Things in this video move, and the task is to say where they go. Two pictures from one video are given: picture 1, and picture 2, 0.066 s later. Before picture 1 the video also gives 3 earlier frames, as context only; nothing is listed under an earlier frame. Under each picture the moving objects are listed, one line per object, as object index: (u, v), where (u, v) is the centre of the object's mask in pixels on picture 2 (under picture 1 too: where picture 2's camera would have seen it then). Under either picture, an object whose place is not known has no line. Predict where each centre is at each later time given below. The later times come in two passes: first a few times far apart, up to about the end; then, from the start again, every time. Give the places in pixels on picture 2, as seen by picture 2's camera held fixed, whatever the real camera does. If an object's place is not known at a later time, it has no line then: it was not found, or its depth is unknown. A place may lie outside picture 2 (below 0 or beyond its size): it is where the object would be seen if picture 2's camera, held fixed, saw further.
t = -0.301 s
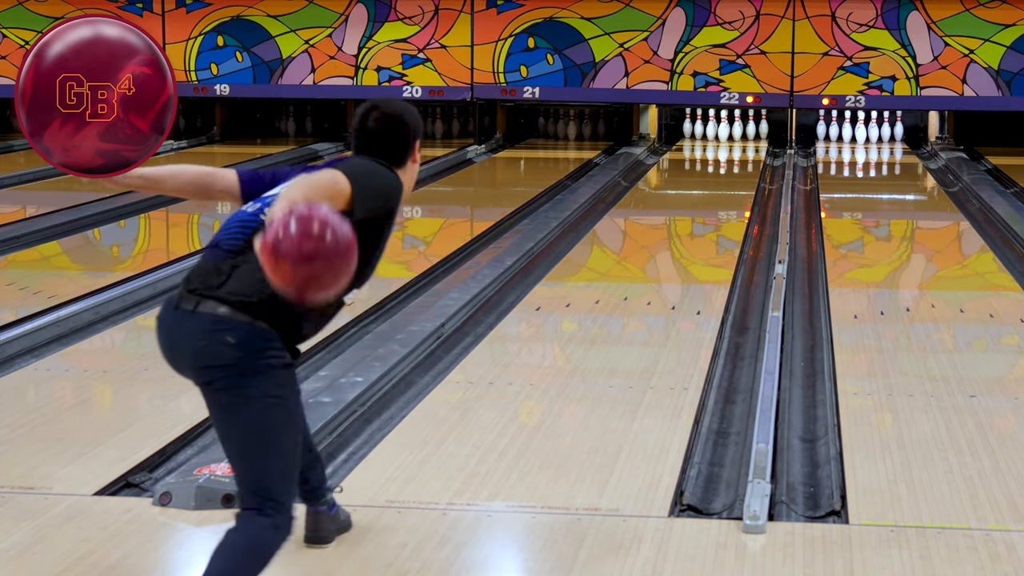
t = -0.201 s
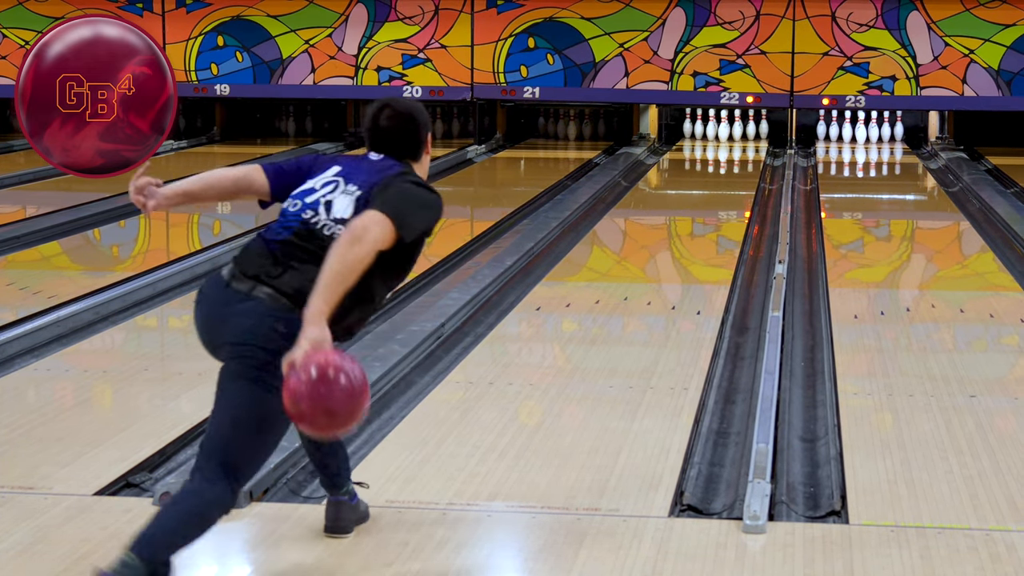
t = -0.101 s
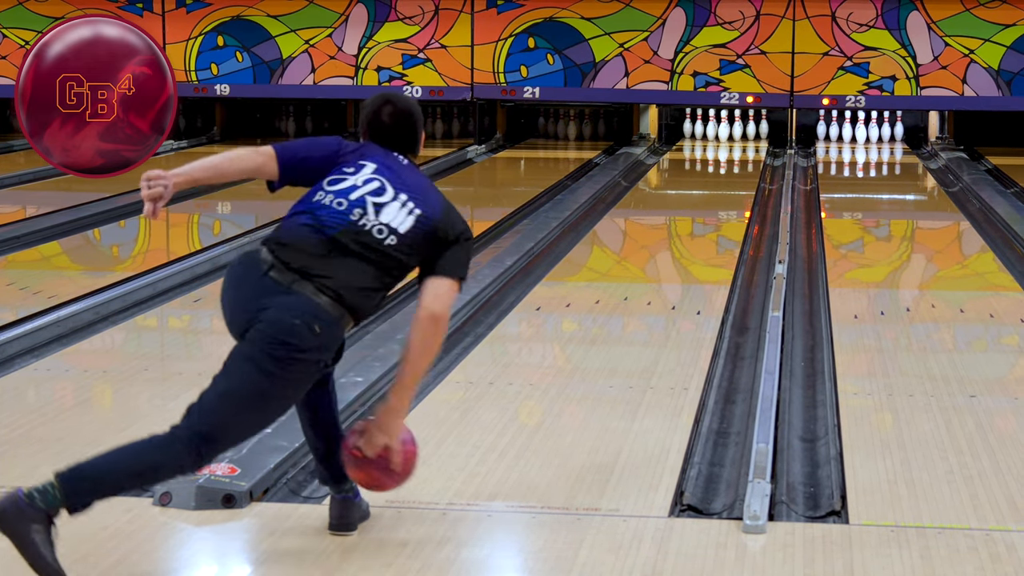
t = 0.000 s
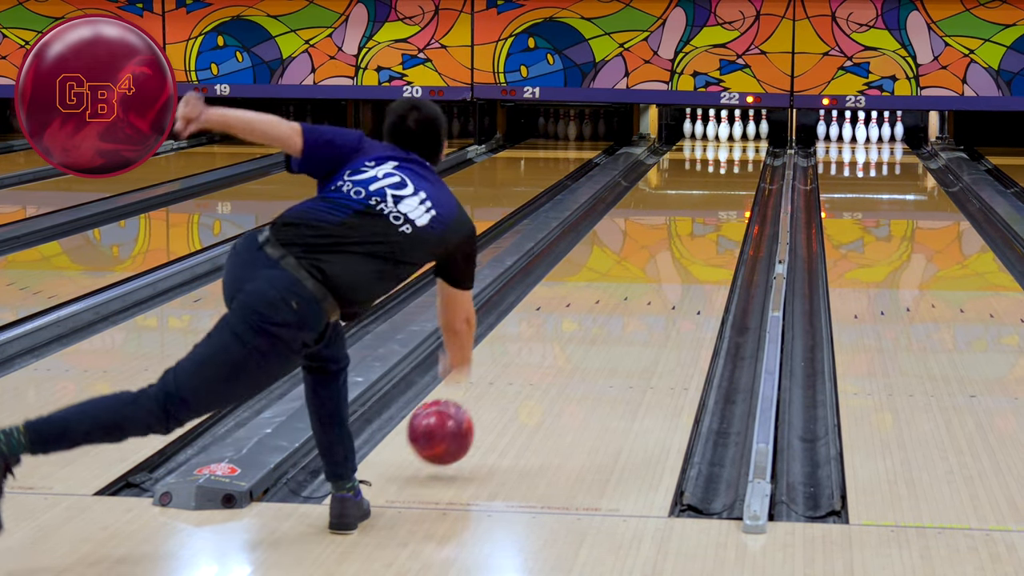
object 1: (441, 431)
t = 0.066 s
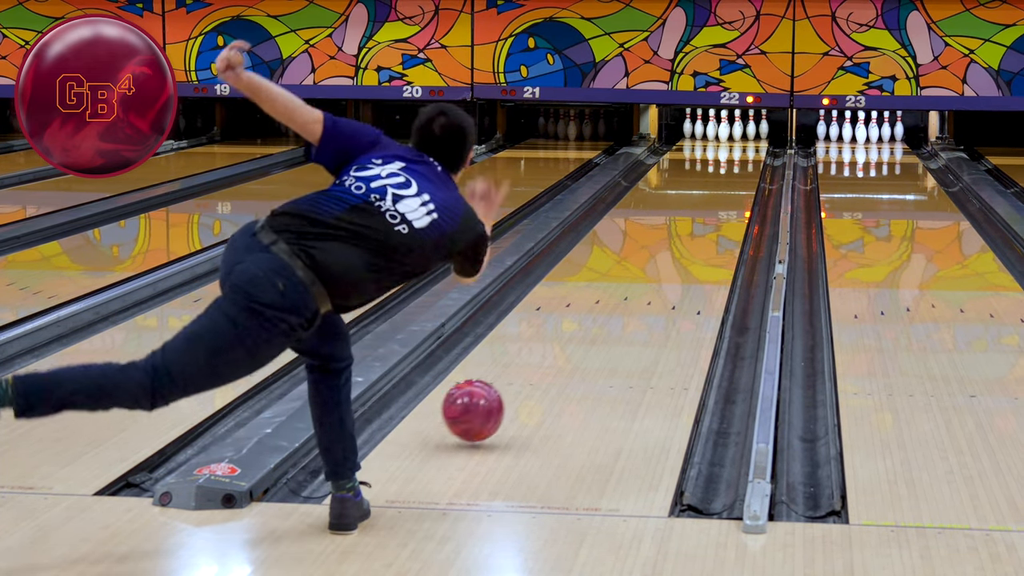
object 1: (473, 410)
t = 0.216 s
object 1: (531, 362)
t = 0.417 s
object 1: (588, 309)
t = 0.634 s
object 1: (631, 268)
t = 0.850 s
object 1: (664, 237)
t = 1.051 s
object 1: (686, 214)
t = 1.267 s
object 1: (705, 195)
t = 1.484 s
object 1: (719, 179)
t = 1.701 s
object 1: (729, 166)
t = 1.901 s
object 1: (735, 155)
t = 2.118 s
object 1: (735, 146)
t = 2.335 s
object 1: (730, 138)
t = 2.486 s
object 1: (724, 134)
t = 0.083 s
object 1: (481, 407)
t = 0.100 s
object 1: (488, 403)
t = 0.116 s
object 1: (495, 395)
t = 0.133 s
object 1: (502, 389)
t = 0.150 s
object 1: (508, 383)
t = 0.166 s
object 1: (514, 379)
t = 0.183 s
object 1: (520, 373)
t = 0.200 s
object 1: (526, 367)
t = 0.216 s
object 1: (531, 362)
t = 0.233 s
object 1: (537, 357)
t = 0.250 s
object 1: (542, 352)
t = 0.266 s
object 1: (548, 347)
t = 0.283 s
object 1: (552, 343)
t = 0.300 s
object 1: (557, 338)
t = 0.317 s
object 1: (562, 333)
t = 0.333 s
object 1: (567, 329)
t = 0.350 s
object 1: (571, 325)
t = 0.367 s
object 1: (576, 321)
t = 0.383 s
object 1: (580, 317)
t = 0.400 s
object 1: (584, 313)
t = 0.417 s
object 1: (588, 309)
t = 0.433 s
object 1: (592, 306)
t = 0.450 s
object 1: (596, 302)
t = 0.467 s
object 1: (599, 298)
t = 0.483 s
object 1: (603, 295)
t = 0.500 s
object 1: (606, 292)
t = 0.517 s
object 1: (610, 289)
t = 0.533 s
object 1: (613, 285)
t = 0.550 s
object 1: (617, 282)
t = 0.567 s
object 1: (620, 279)
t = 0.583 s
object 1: (623, 276)
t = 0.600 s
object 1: (626, 273)
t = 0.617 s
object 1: (629, 271)
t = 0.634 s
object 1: (631, 268)
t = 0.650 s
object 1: (634, 265)
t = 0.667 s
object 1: (637, 262)
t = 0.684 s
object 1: (640, 260)
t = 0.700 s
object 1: (642, 257)
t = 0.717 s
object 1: (645, 255)
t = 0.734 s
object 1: (648, 253)
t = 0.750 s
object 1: (650, 250)
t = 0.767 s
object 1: (652, 248)
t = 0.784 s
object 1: (655, 245)
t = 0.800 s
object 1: (657, 243)
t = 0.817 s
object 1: (659, 241)
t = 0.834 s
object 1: (661, 239)
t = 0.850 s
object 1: (664, 237)
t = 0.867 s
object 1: (666, 234)
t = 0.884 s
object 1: (668, 233)
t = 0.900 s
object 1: (670, 231)
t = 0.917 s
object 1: (672, 229)
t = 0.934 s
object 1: (673, 227)
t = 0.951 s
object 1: (675, 225)
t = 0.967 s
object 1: (677, 223)
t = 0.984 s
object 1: (679, 221)
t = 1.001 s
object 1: (681, 219)
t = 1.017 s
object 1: (682, 217)
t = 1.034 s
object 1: (684, 216)
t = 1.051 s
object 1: (686, 214)
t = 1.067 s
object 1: (688, 212)
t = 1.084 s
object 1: (689, 211)
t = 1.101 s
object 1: (690, 209)
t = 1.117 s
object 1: (692, 207)
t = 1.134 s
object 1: (694, 206)
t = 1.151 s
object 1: (695, 204)
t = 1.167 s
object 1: (697, 203)
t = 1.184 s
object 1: (698, 201)
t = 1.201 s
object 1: (699, 200)
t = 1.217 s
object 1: (701, 199)
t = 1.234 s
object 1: (702, 197)
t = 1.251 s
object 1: (704, 196)
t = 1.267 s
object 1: (705, 195)
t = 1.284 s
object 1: (706, 193)
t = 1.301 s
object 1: (707, 192)
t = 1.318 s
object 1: (708, 190)
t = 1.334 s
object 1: (710, 189)
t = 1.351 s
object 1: (711, 188)
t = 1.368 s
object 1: (712, 187)
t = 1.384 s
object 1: (713, 186)
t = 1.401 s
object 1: (714, 184)
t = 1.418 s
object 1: (715, 183)
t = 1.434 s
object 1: (716, 182)
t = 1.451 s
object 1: (717, 181)
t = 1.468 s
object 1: (718, 180)
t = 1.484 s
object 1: (719, 179)
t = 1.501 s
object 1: (720, 178)
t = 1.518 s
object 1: (721, 176)
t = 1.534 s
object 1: (722, 175)
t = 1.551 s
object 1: (722, 175)
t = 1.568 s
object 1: (723, 173)
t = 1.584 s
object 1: (724, 173)
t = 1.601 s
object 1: (725, 172)
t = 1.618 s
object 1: (726, 171)
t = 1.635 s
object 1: (727, 169)
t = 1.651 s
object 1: (728, 168)
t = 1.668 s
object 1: (728, 167)
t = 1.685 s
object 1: (729, 166)
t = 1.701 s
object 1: (729, 166)
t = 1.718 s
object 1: (729, 165)
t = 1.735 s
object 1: (730, 163)
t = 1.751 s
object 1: (731, 163)
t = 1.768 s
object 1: (731, 162)
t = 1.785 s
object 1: (732, 161)
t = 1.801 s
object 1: (732, 160)
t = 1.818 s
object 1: (733, 159)
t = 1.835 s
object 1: (733, 158)
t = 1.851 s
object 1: (734, 157)
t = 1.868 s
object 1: (734, 157)
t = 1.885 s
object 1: (735, 156)
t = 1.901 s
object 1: (735, 155)
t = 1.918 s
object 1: (735, 154)
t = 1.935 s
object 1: (736, 154)
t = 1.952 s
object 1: (736, 153)
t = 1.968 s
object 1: (736, 152)
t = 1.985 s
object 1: (736, 151)
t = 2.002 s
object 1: (736, 151)
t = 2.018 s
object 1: (736, 150)
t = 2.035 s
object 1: (736, 149)
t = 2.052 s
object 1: (736, 148)
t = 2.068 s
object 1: (736, 148)
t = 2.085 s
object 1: (736, 147)
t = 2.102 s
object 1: (735, 146)
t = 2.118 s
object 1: (735, 146)
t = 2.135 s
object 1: (735, 145)
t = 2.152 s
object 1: (735, 144)
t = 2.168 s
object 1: (735, 144)
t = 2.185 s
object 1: (734, 143)
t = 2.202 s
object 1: (734, 143)
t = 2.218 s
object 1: (734, 142)
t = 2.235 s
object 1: (733, 141)
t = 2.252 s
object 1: (733, 141)
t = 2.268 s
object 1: (732, 140)
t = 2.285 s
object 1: (732, 140)
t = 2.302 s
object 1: (731, 139)
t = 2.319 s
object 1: (731, 138)
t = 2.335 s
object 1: (730, 138)
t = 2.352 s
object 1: (730, 137)
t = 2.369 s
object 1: (729, 137)
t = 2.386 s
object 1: (728, 136)
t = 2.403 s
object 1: (728, 136)
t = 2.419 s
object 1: (727, 135)
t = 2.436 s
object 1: (726, 135)
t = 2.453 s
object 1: (725, 135)
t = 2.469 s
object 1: (725, 134)
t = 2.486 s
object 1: (724, 134)
